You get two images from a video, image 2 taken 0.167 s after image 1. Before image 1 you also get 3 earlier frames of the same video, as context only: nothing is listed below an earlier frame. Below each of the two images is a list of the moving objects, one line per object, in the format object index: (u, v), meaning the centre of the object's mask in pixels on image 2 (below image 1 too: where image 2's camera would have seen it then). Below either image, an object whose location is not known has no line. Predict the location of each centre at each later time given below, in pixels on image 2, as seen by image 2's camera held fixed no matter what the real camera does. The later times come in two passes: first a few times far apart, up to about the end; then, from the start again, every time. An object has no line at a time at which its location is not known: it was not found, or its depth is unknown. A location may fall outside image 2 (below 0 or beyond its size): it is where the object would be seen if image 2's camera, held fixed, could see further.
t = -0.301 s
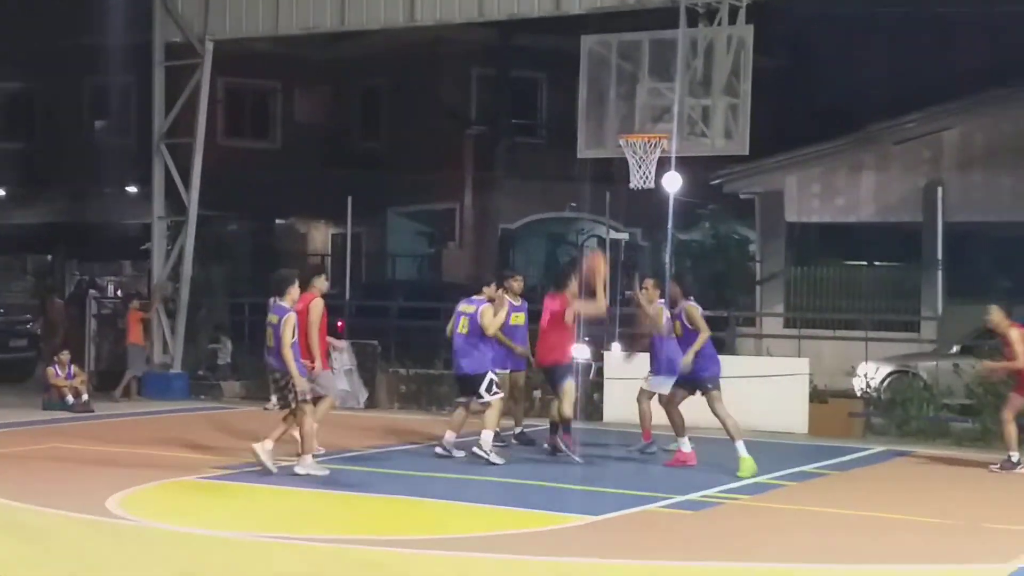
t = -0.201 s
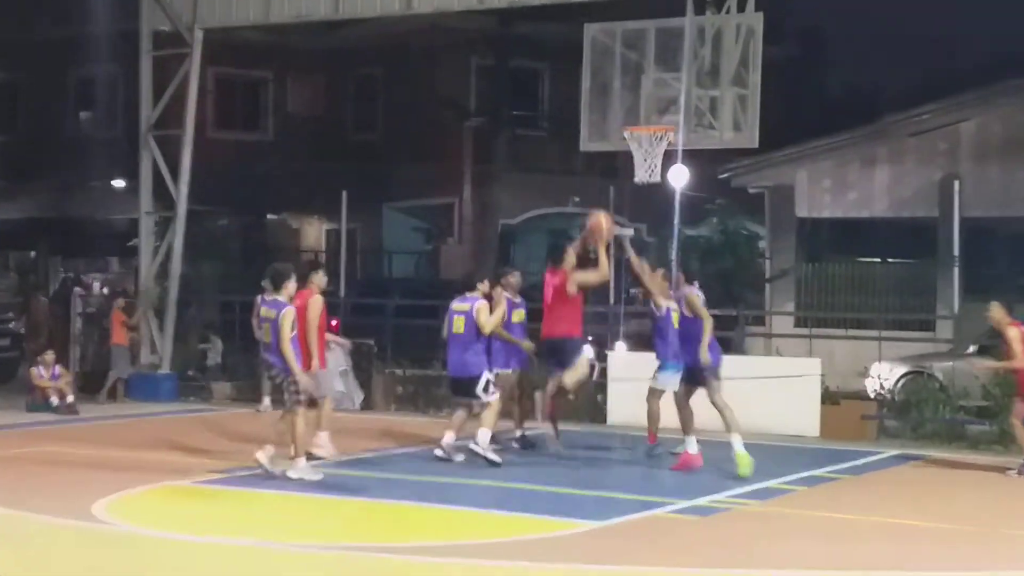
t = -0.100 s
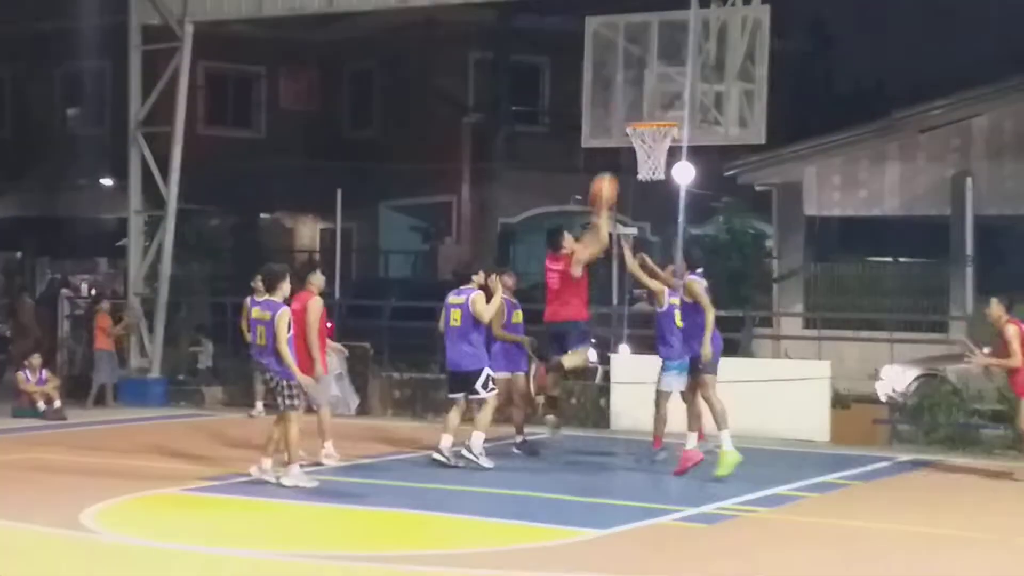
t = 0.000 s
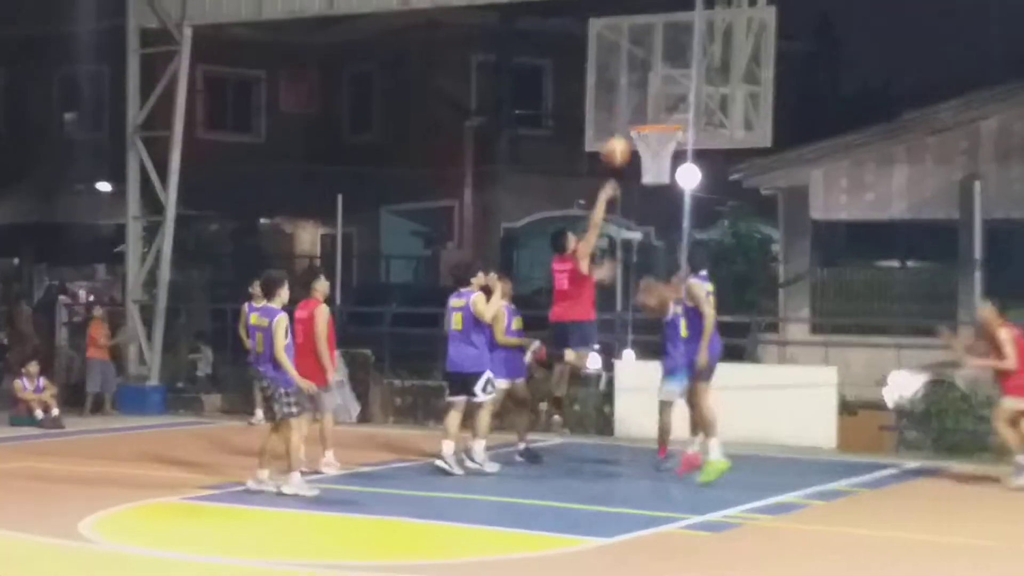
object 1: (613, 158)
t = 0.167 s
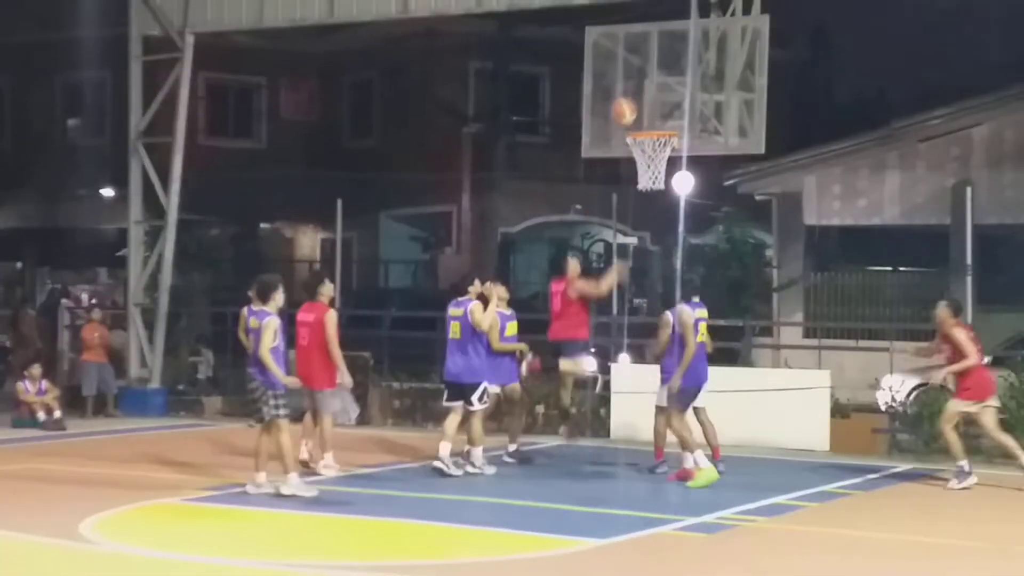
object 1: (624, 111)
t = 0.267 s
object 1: (630, 100)
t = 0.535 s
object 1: (646, 120)
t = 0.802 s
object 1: (612, 116)
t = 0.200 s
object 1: (626, 106)
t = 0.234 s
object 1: (628, 102)
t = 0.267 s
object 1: (630, 100)
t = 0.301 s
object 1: (631, 98)
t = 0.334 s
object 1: (633, 98)
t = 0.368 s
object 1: (636, 99)
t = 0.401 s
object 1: (637, 101)
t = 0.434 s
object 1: (640, 104)
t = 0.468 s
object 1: (643, 109)
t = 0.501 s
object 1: (645, 115)
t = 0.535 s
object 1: (646, 120)
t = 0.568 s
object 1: (644, 122)
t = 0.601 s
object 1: (639, 120)
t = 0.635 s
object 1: (634, 117)
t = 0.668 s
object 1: (630, 114)
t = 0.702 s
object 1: (624, 113)
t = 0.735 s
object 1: (621, 112)
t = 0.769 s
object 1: (616, 114)
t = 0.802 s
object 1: (612, 116)
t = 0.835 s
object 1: (608, 120)
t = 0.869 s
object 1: (605, 124)
